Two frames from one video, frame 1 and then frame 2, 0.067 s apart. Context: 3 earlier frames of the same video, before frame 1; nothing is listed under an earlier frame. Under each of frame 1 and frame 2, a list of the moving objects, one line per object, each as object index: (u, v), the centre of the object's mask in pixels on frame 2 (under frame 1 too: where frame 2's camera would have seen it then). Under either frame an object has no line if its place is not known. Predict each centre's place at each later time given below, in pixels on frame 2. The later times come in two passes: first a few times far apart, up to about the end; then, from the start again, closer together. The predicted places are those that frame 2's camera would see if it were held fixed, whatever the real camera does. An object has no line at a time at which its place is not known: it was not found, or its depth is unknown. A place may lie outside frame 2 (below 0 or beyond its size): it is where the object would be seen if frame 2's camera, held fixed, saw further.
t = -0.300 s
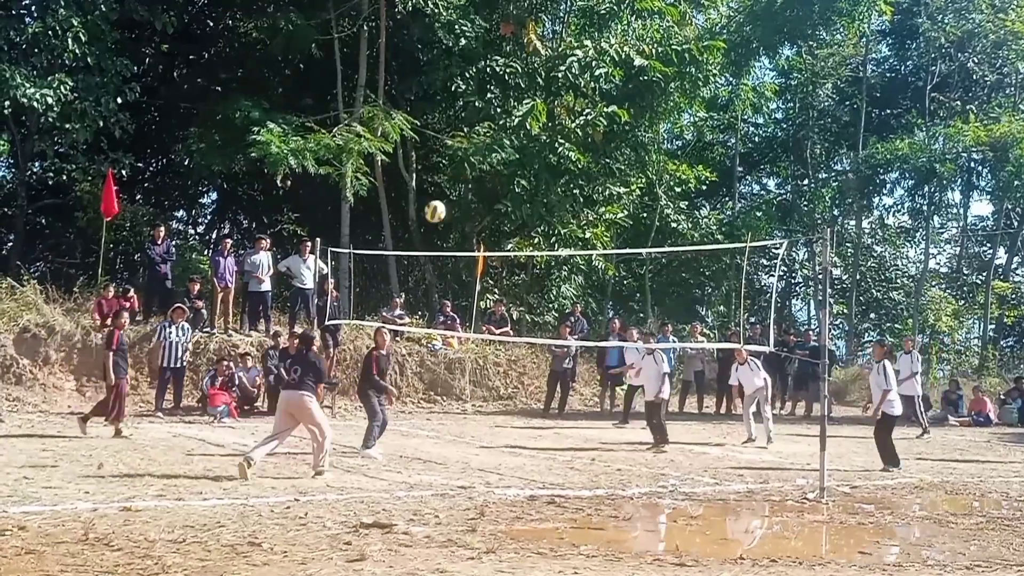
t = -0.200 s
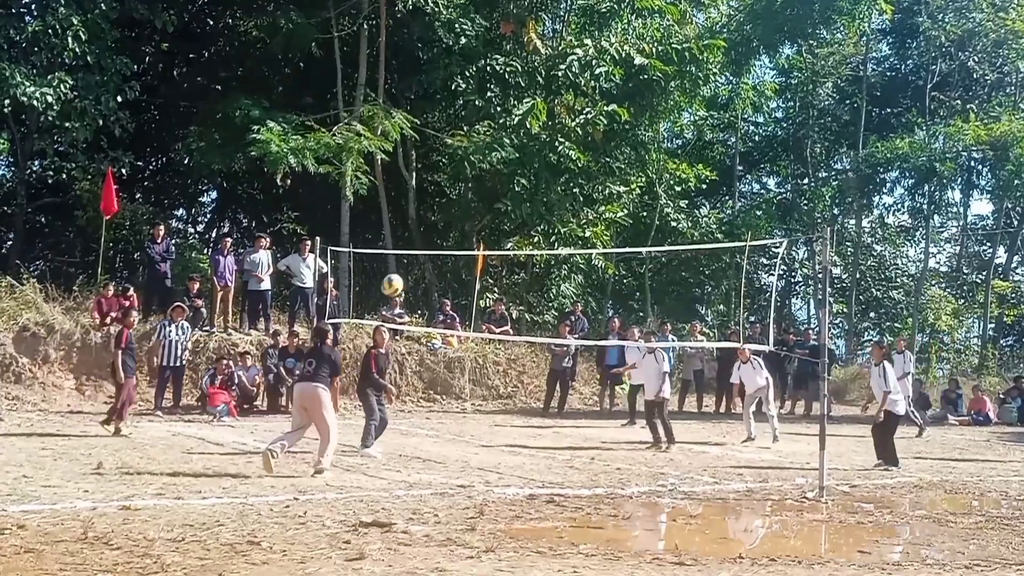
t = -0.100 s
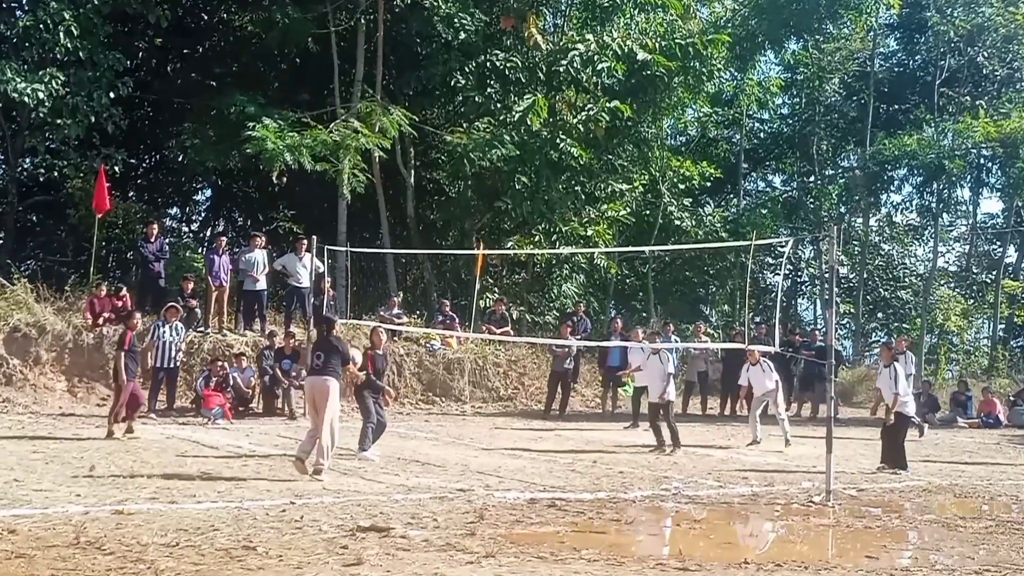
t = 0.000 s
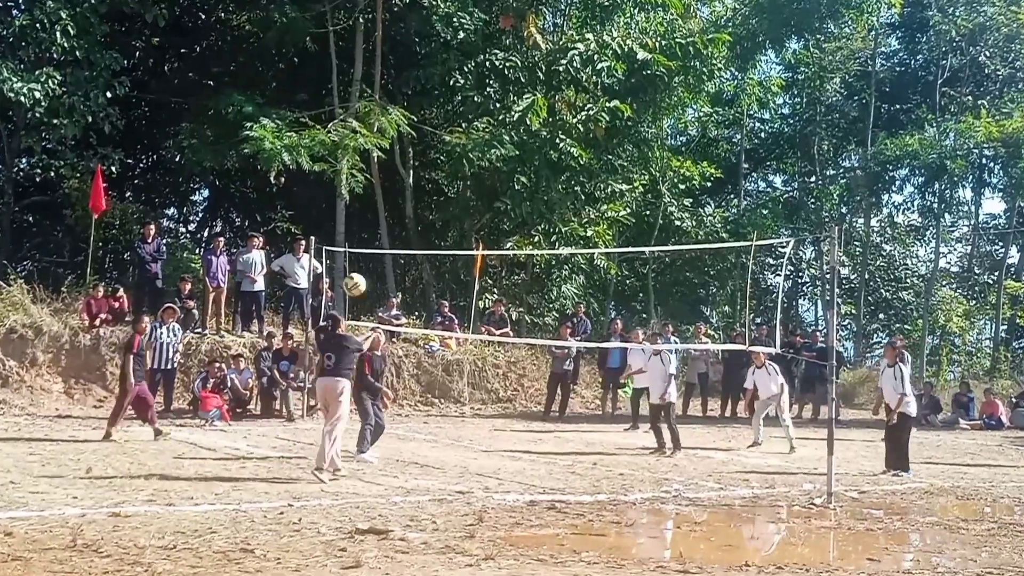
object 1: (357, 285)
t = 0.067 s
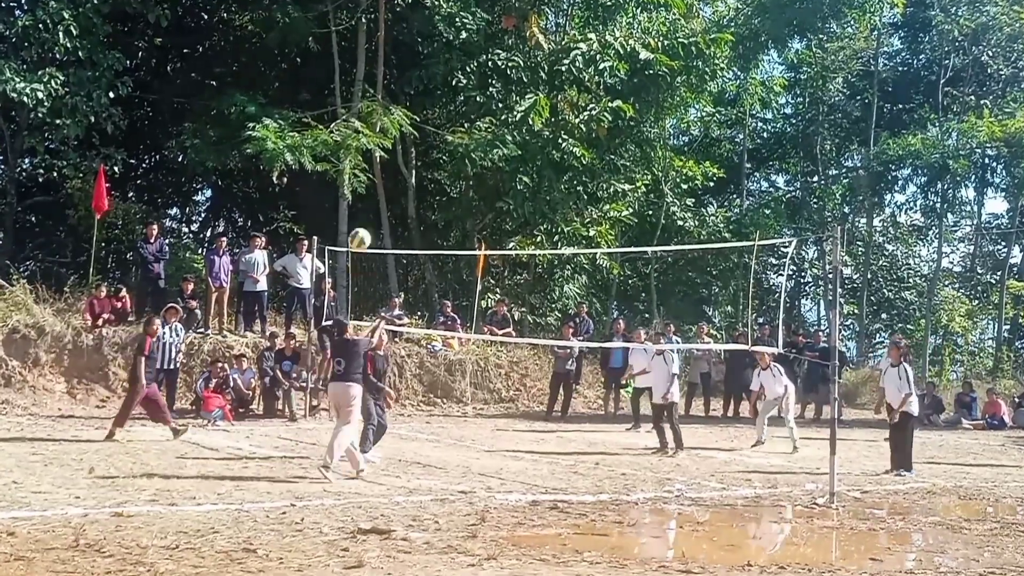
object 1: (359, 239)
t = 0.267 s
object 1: (366, 133)
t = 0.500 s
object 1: (368, 62)
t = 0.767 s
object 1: (367, 46)
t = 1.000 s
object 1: (365, 92)
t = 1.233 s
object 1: (362, 192)
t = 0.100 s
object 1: (361, 219)
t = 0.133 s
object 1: (362, 200)
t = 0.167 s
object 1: (363, 182)
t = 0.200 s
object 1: (365, 165)
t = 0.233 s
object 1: (365, 149)
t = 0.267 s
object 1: (366, 133)
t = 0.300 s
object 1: (366, 121)
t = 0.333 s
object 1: (366, 108)
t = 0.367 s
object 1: (367, 96)
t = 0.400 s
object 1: (367, 86)
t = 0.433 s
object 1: (367, 77)
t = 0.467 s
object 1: (367, 69)
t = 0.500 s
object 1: (368, 62)
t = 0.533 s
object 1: (368, 56)
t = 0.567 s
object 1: (368, 51)
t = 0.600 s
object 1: (368, 47)
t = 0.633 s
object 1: (367, 45)
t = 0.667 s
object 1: (368, 44)
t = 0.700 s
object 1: (367, 44)
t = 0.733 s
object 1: (368, 44)
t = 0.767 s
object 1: (367, 46)
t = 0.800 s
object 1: (367, 50)
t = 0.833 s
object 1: (367, 54)
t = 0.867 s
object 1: (366, 60)
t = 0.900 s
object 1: (366, 66)
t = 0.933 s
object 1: (366, 74)
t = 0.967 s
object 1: (366, 82)
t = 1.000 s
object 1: (365, 92)
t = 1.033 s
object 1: (365, 103)
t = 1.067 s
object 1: (364, 116)
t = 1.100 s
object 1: (364, 127)
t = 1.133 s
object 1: (364, 142)
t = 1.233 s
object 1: (362, 192)
